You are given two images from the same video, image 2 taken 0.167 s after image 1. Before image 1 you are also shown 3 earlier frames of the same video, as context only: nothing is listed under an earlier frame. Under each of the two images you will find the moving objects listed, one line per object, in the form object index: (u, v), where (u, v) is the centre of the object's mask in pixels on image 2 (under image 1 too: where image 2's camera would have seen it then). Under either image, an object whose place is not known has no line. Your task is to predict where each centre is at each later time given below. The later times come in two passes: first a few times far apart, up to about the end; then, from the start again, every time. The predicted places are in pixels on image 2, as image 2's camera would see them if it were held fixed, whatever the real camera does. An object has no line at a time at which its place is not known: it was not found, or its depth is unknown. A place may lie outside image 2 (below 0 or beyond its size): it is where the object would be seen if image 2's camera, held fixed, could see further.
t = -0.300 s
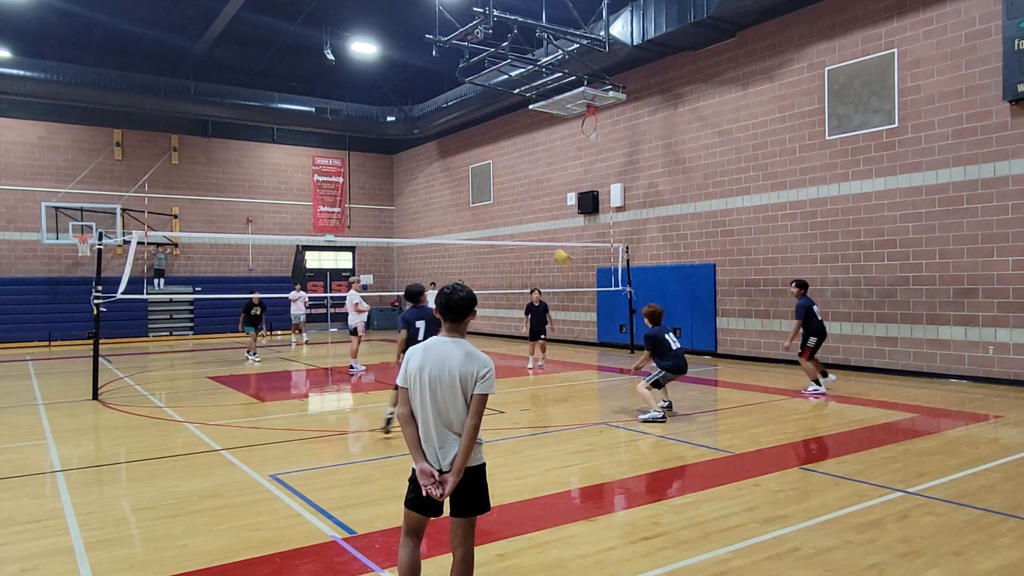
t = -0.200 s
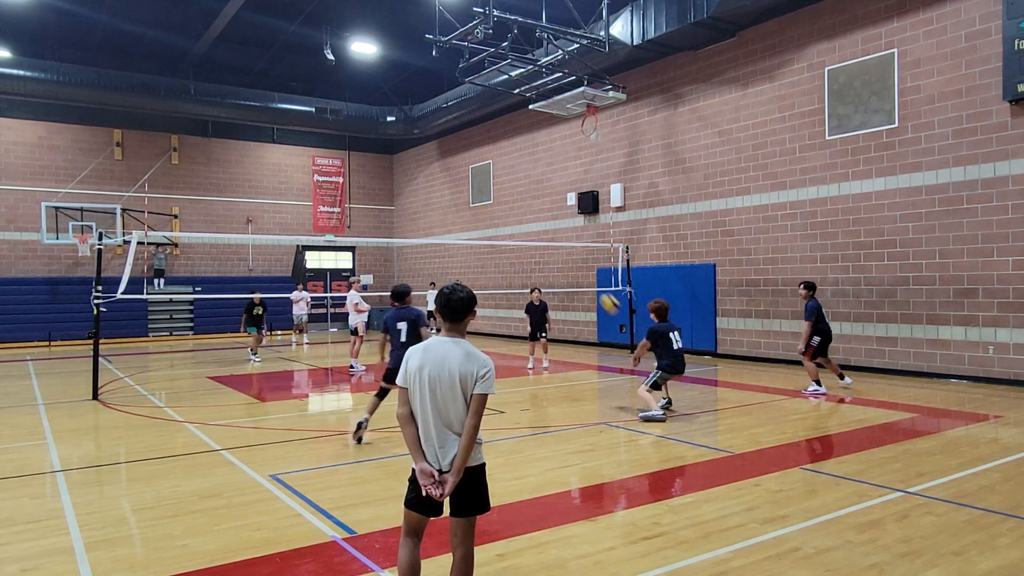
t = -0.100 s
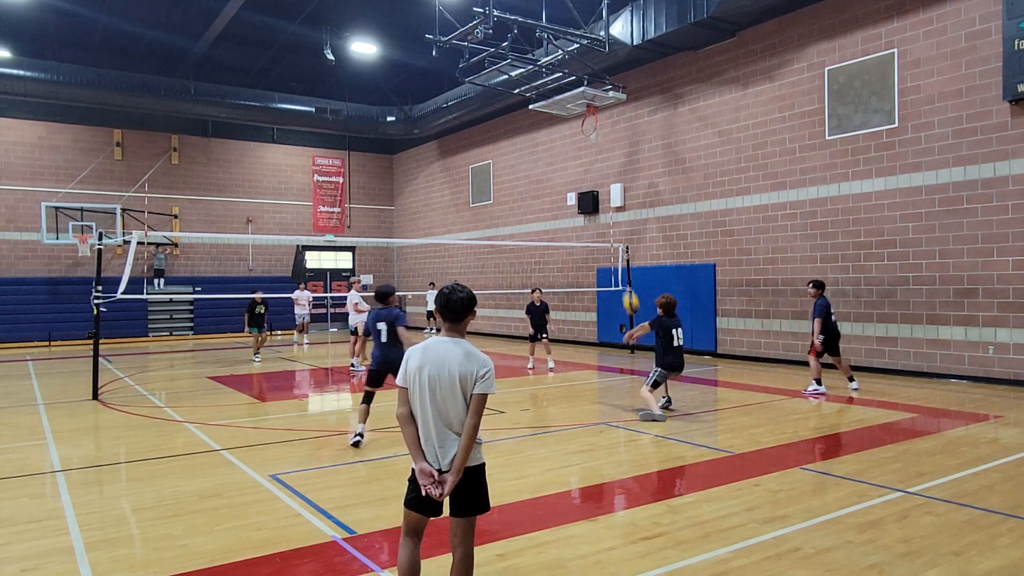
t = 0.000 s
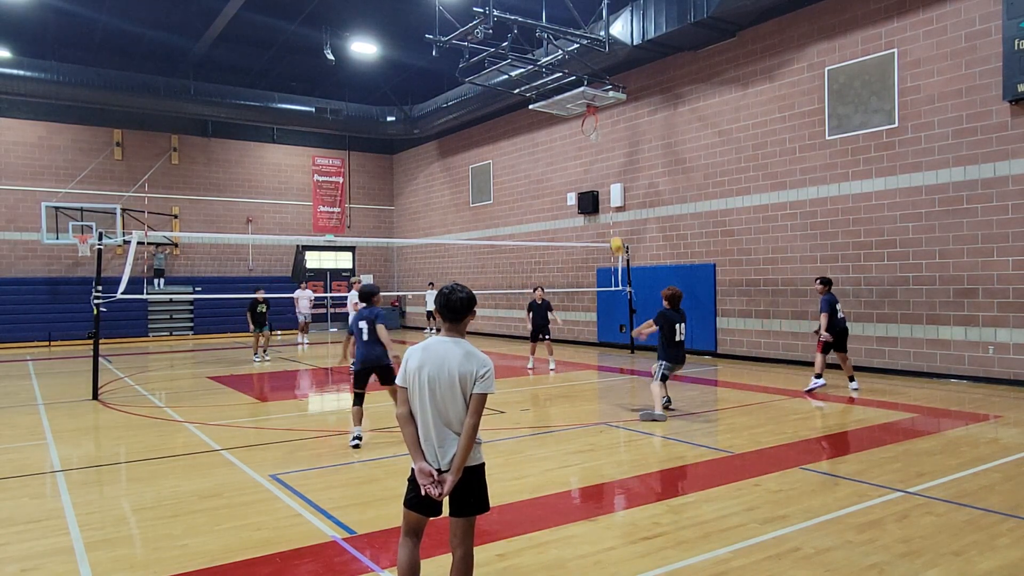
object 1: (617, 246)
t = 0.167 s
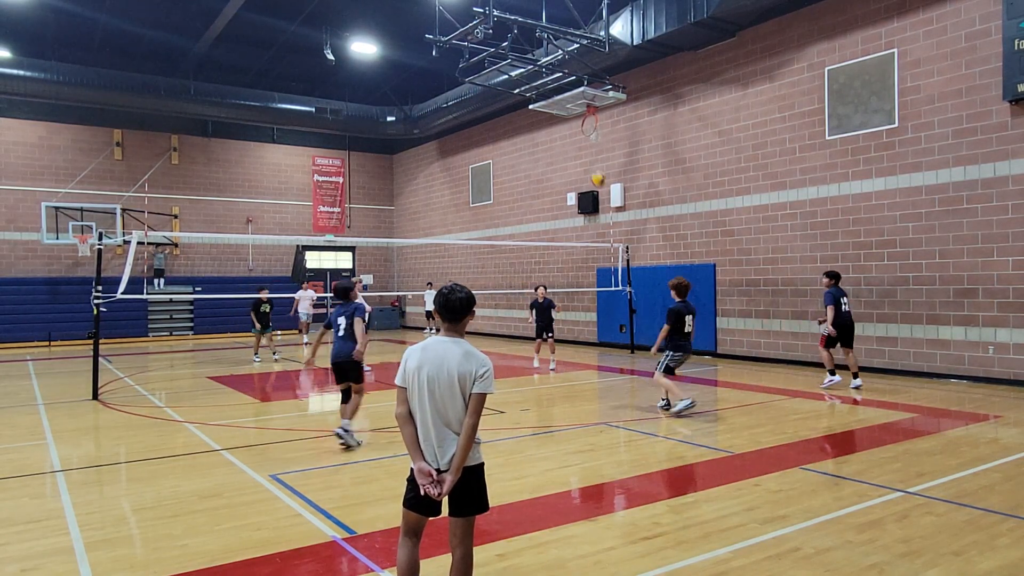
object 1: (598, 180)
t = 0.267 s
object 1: (589, 151)
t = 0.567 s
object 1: (565, 116)
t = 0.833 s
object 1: (549, 132)
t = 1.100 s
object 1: (536, 182)
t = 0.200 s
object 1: (595, 168)
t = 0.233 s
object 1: (592, 159)
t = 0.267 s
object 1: (589, 151)
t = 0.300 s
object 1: (585, 144)
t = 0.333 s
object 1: (583, 137)
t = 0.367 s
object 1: (580, 132)
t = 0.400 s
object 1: (578, 127)
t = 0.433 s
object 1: (575, 123)
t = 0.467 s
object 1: (573, 120)
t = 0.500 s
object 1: (570, 118)
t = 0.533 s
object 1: (568, 117)
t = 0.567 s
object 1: (565, 116)
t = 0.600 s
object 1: (563, 116)
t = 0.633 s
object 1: (561, 116)
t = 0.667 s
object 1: (559, 117)
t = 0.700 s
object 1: (557, 119)
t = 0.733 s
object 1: (554, 121)
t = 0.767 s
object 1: (553, 124)
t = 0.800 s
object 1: (551, 128)
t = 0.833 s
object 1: (549, 132)
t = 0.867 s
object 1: (547, 136)
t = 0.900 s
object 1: (545, 142)
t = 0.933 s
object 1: (544, 147)
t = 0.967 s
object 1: (542, 153)
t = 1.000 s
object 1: (540, 160)
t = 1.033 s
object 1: (539, 167)
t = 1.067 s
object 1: (537, 174)
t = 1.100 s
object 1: (536, 182)
